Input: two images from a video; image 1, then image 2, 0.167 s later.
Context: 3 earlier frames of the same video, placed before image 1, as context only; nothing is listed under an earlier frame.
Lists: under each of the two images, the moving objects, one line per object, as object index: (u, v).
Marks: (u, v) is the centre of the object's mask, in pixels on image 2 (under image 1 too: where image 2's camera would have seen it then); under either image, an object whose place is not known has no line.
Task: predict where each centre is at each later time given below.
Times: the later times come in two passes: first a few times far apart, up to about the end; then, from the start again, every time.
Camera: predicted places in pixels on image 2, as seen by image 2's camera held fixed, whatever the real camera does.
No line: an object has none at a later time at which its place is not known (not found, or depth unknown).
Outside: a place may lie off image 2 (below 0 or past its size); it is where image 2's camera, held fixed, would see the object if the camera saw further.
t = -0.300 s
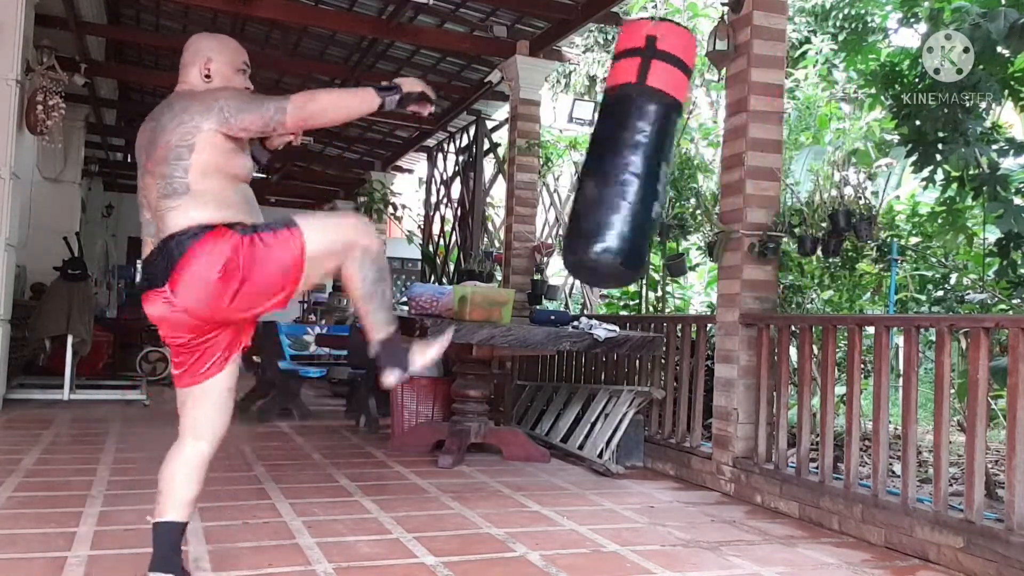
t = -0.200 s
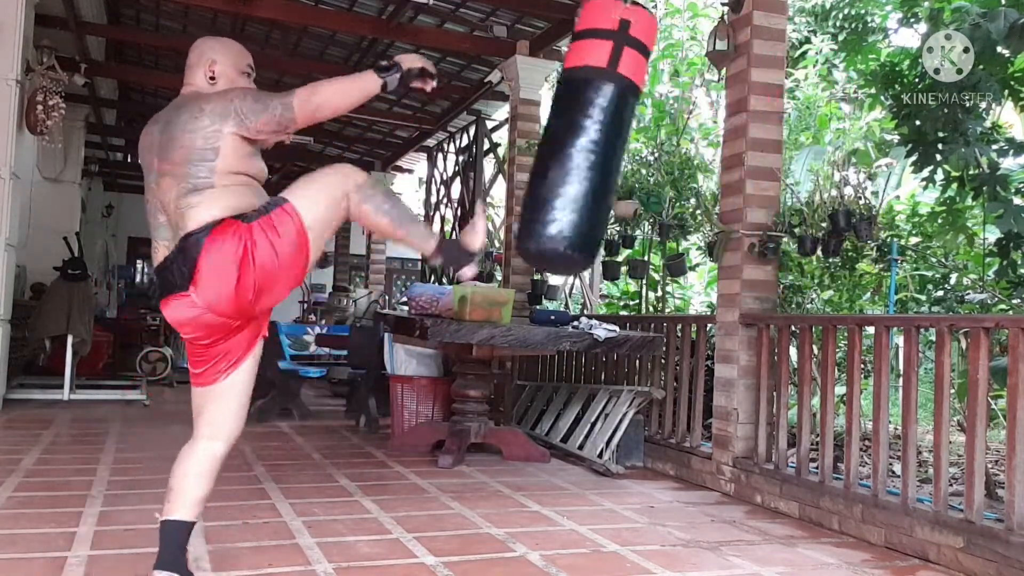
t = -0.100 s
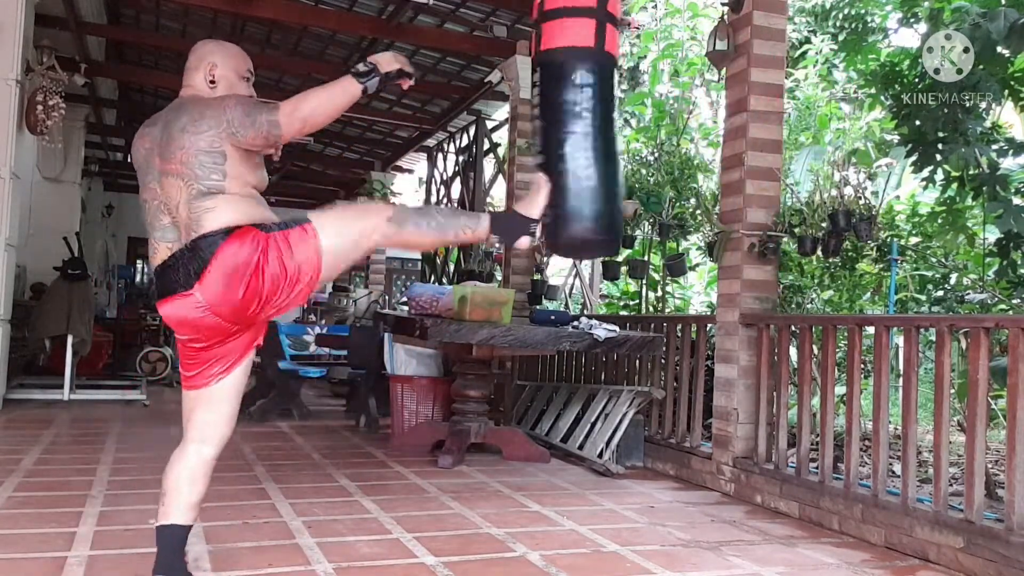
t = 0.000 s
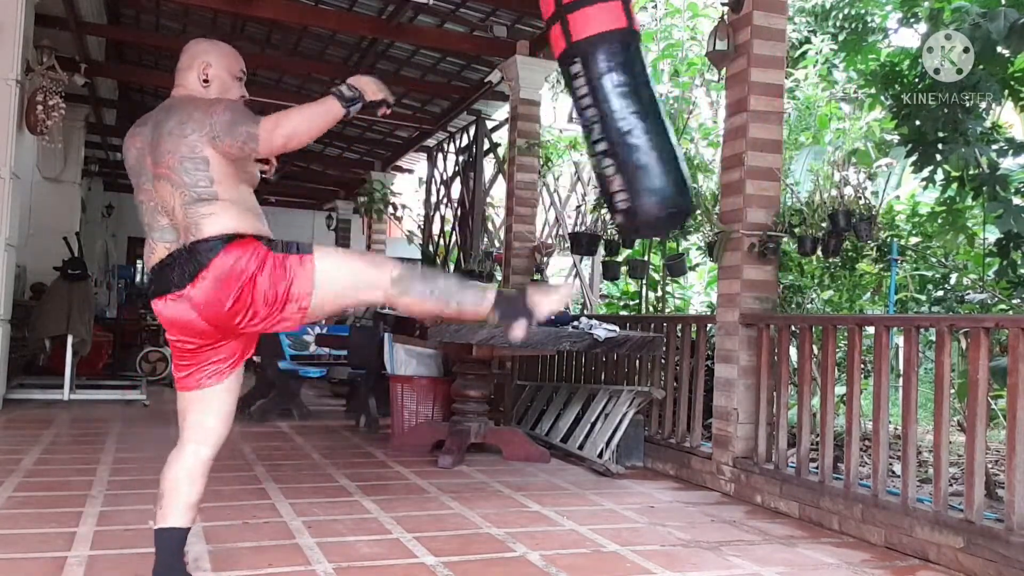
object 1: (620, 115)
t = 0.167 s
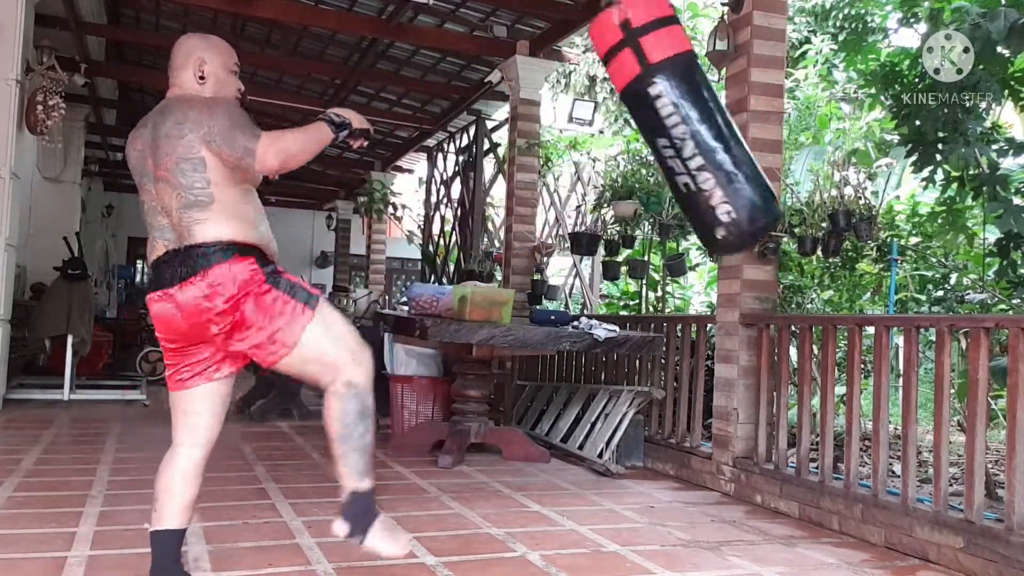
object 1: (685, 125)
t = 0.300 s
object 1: (741, 168)
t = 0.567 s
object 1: (804, 146)
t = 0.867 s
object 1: (795, 157)
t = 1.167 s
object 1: (744, 172)
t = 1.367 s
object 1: (688, 180)
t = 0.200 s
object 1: (699, 133)
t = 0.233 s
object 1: (714, 145)
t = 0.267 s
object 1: (728, 159)
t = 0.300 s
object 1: (741, 168)
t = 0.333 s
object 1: (752, 167)
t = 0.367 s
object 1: (762, 160)
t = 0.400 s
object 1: (771, 151)
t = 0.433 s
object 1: (779, 147)
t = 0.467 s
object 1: (786, 143)
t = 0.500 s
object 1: (793, 142)
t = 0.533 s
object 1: (799, 143)
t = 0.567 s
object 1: (804, 146)
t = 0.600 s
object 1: (808, 151)
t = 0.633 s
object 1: (810, 155)
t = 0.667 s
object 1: (812, 161)
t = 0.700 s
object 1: (812, 165)
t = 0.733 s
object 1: (810, 167)
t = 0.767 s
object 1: (807, 164)
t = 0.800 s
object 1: (804, 161)
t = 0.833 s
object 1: (800, 159)
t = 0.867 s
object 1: (795, 157)
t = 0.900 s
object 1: (790, 157)
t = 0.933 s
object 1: (785, 159)
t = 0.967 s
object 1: (780, 160)
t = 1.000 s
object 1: (775, 165)
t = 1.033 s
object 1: (770, 169)
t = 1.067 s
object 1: (764, 172)
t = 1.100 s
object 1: (758, 174)
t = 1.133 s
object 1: (751, 173)
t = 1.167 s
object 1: (744, 172)
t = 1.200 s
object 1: (736, 172)
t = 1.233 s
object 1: (728, 171)
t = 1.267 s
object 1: (719, 175)
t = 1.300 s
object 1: (709, 177)
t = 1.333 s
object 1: (699, 179)
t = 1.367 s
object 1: (688, 180)
